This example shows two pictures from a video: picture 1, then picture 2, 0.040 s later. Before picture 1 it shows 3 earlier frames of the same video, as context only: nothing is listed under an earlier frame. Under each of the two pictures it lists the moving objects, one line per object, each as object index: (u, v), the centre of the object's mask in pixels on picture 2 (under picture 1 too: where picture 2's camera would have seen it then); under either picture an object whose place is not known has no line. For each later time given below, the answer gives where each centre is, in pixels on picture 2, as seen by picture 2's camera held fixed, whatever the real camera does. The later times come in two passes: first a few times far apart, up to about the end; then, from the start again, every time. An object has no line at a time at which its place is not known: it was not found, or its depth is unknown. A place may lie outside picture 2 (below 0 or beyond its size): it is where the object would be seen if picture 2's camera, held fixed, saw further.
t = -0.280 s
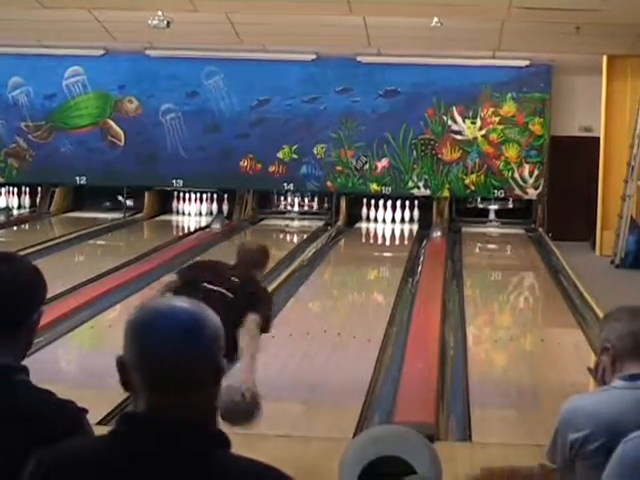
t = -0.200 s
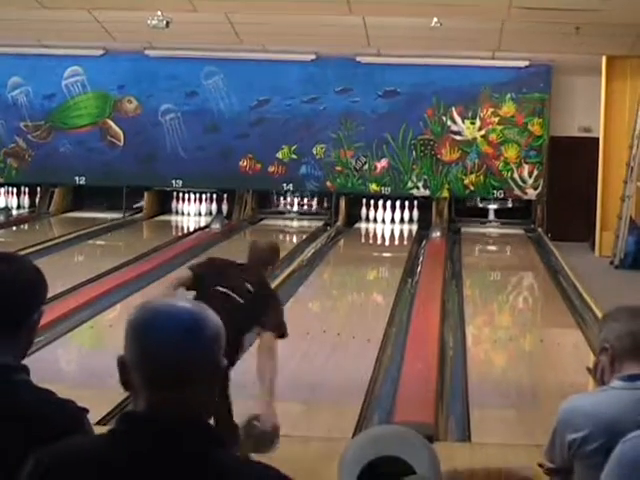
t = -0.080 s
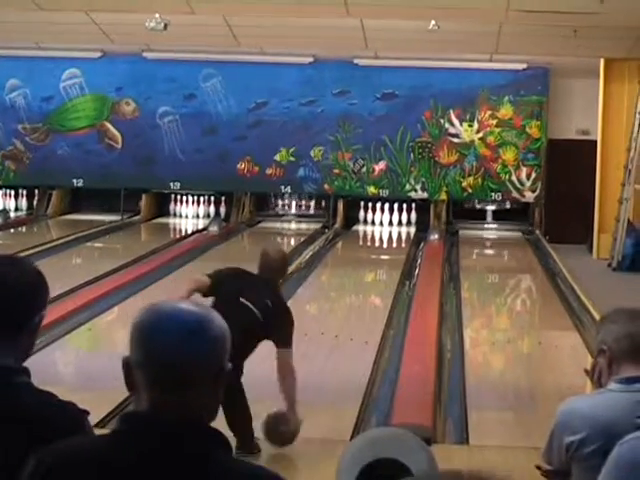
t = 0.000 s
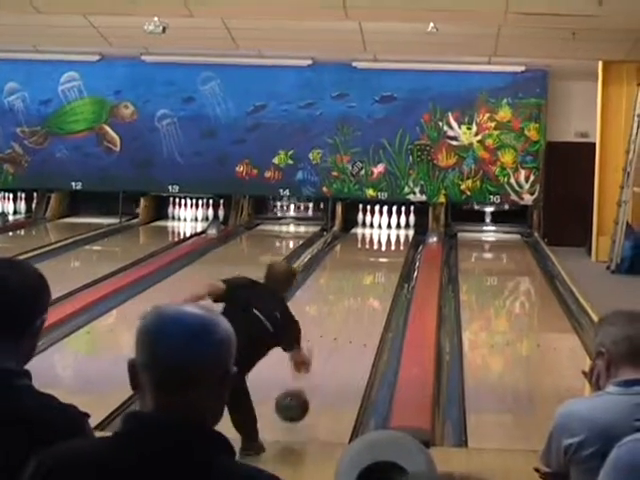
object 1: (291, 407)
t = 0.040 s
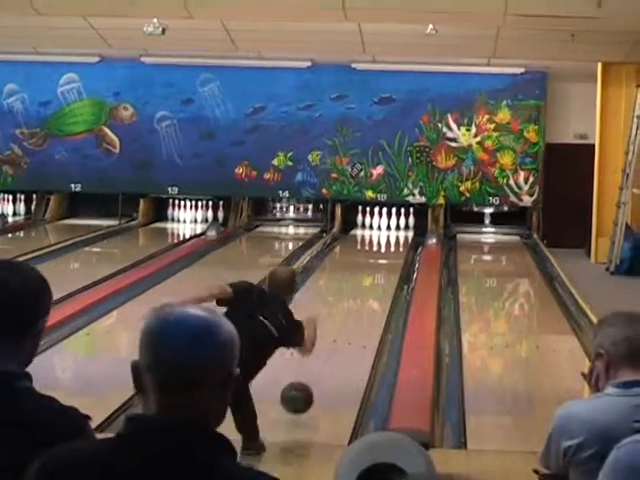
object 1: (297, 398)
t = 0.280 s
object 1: (324, 367)
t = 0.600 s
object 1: (349, 324)
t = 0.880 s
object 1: (363, 298)
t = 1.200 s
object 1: (374, 276)
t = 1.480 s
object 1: (379, 261)
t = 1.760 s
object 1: (383, 249)
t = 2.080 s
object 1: (386, 238)
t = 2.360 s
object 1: (385, 231)
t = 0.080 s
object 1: (302, 391)
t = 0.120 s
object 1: (307, 387)
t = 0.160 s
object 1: (311, 386)
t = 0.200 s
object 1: (316, 379)
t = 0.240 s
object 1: (320, 374)
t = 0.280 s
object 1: (324, 367)
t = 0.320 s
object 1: (328, 361)
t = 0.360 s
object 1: (332, 354)
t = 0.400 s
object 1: (335, 349)
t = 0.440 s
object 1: (341, 347)
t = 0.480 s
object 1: (343, 338)
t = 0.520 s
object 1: (344, 334)
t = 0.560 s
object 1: (347, 329)
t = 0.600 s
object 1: (349, 324)
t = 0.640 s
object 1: (351, 320)
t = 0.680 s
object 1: (354, 316)
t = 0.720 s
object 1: (356, 313)
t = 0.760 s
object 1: (358, 309)
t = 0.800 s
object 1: (360, 305)
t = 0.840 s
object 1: (362, 301)
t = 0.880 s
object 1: (363, 298)
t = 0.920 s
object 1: (365, 295)
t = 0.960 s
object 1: (366, 292)
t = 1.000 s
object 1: (368, 289)
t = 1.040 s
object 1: (369, 286)
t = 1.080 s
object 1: (370, 283)
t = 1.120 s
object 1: (372, 281)
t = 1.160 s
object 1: (373, 278)
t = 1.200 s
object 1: (374, 276)
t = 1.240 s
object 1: (375, 273)
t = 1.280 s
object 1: (377, 272)
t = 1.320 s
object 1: (377, 269)
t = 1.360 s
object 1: (376, 268)
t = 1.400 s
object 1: (378, 265)
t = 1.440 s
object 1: (379, 262)
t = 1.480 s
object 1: (379, 261)
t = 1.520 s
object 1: (381, 259)
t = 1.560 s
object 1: (380, 257)
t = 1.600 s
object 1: (381, 255)
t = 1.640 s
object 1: (381, 253)
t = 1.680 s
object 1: (382, 252)
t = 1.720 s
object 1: (382, 251)
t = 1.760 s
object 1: (383, 249)
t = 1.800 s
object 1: (385, 246)
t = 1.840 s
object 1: (385, 245)
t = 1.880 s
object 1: (386, 244)
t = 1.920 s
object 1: (386, 244)
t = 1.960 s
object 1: (386, 243)
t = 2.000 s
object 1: (386, 241)
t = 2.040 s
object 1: (386, 240)
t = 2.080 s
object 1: (386, 238)
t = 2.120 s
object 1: (386, 237)
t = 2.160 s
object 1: (386, 235)
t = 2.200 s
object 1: (386, 236)
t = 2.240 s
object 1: (386, 236)
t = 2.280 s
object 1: (384, 233)
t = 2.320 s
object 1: (385, 232)
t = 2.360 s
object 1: (385, 231)
